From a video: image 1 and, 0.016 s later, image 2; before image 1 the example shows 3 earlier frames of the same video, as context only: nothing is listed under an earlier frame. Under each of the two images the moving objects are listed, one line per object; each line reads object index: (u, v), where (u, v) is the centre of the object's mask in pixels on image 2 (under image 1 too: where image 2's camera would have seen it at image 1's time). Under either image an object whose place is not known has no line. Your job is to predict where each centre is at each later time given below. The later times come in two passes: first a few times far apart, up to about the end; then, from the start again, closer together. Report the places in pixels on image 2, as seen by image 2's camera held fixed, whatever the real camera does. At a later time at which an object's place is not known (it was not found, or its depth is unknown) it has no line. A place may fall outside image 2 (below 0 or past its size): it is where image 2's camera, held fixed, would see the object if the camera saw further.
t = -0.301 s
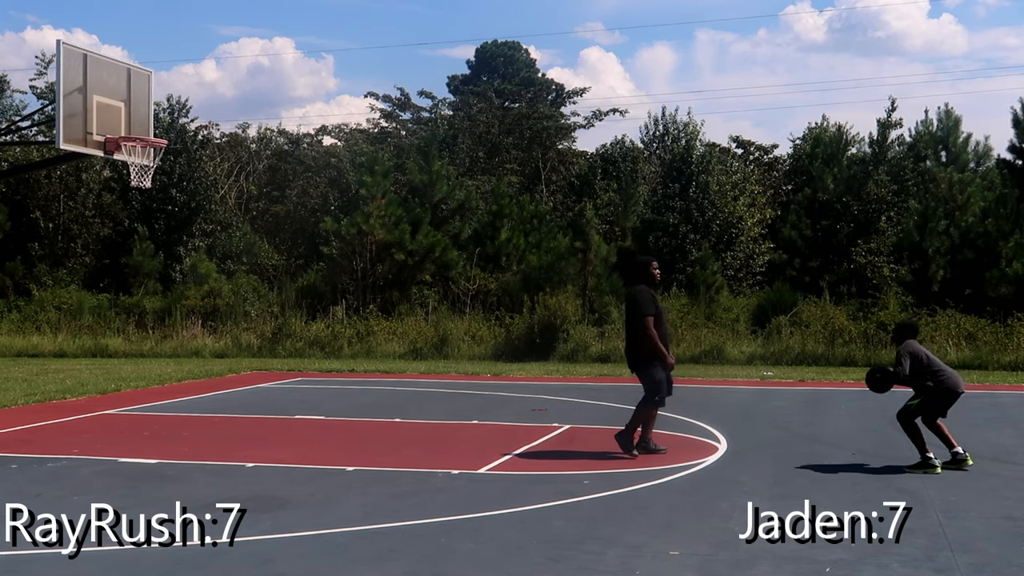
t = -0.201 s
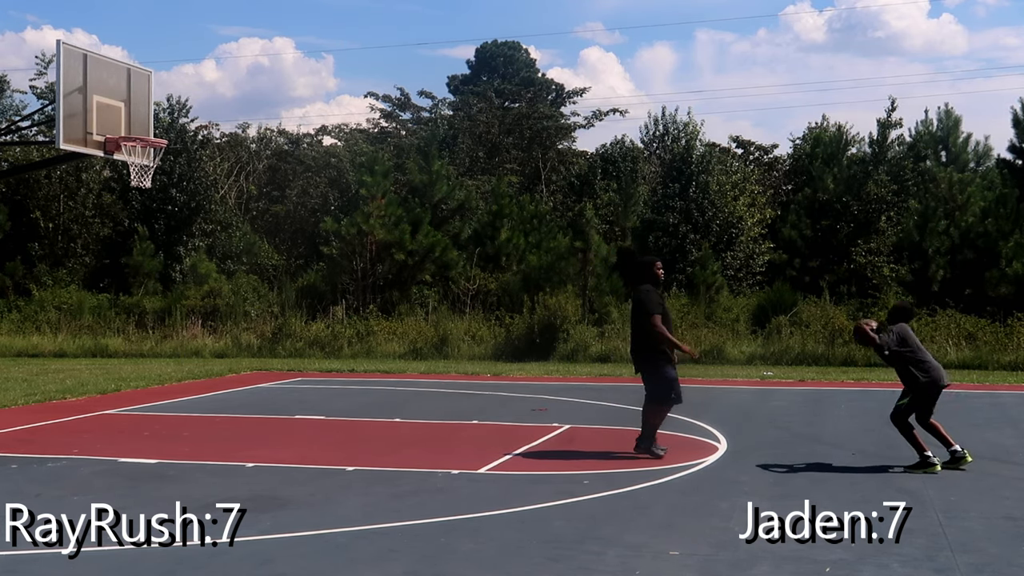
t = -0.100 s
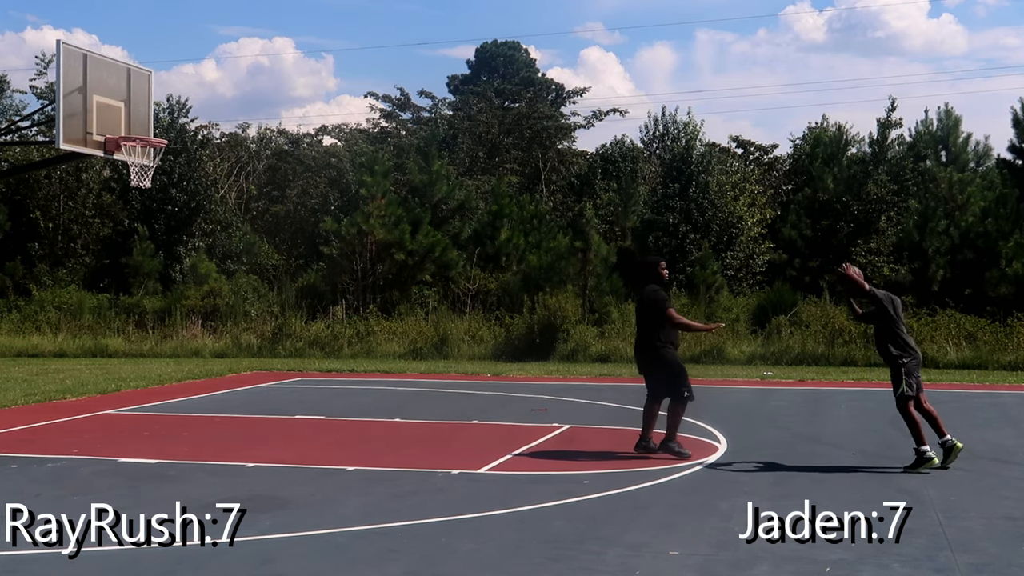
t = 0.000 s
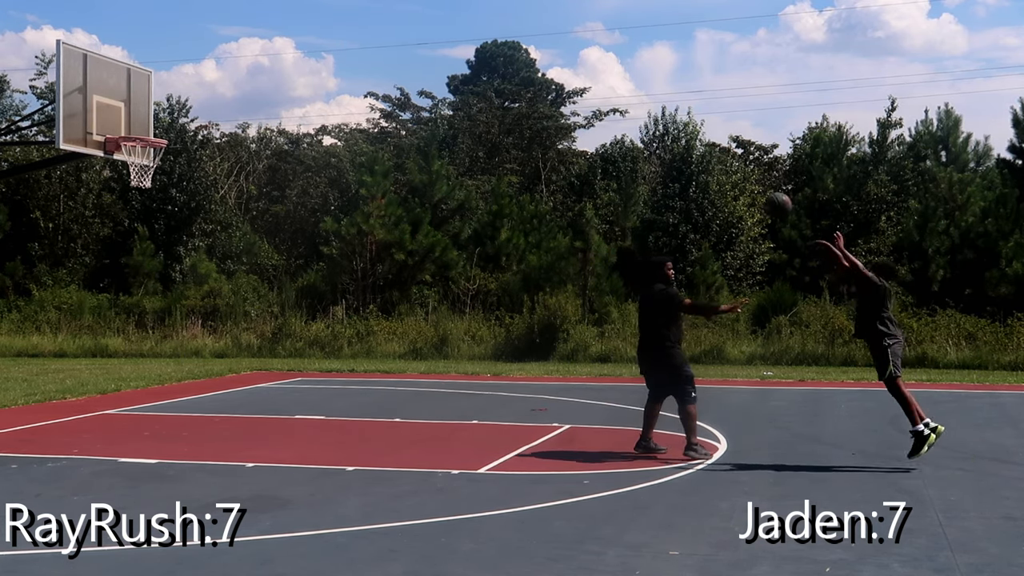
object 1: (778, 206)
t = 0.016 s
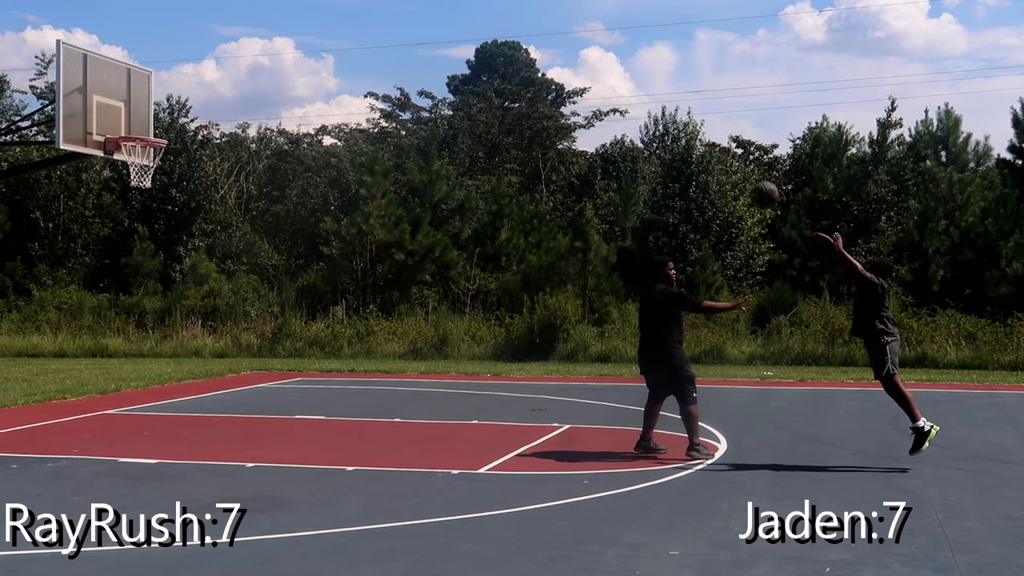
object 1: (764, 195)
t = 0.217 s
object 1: (616, 91)
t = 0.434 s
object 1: (469, 36)
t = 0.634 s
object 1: (344, 31)
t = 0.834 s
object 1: (229, 67)
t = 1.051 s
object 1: (124, 116)
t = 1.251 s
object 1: (118, 57)
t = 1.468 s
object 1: (150, 32)
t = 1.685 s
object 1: (184, 52)
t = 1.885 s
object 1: (216, 113)
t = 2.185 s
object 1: (267, 282)
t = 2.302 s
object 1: (288, 376)
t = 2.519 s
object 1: (298, 352)
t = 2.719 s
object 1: (296, 262)
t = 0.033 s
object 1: (752, 184)
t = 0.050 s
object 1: (738, 173)
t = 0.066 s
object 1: (727, 163)
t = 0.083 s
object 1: (714, 154)
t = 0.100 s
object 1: (702, 145)
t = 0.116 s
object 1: (689, 136)
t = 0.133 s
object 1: (676, 128)
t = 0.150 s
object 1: (664, 120)
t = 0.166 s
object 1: (652, 112)
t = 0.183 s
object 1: (640, 105)
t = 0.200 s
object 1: (628, 98)
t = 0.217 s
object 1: (616, 91)
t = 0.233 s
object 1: (605, 85)
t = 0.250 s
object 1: (593, 79)
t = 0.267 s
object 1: (581, 73)
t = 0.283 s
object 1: (569, 68)
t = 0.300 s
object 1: (558, 63)
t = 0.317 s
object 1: (547, 59)
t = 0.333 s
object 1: (535, 54)
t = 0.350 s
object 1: (524, 51)
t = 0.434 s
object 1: (469, 36)
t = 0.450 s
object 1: (458, 34)
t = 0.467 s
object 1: (447, 32)
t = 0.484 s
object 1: (436, 31)
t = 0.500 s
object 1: (426, 30)
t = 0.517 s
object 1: (416, 29)
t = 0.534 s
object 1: (405, 28)
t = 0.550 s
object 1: (395, 28)
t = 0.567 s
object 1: (384, 28)
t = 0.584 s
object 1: (374, 29)
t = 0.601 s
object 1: (364, 29)
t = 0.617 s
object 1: (354, 30)
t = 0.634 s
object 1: (344, 31)
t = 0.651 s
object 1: (334, 33)
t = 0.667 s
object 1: (324, 35)
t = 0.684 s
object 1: (315, 37)
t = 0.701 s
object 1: (305, 39)
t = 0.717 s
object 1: (295, 41)
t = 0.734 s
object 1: (286, 44)
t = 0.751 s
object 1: (276, 47)
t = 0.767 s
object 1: (267, 51)
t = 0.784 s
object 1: (257, 54)
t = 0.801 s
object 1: (248, 58)
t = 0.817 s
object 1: (239, 62)
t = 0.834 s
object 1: (229, 67)
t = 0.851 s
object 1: (220, 71)
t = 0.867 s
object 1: (211, 76)
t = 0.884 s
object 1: (202, 81)
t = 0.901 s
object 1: (193, 86)
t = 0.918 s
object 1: (184, 92)
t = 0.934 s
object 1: (175, 98)
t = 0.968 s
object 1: (157, 110)
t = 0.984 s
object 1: (148, 117)
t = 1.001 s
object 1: (138, 124)
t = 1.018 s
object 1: (133, 127)
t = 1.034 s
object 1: (128, 122)
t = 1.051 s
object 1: (124, 116)
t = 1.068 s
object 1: (120, 110)
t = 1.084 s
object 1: (116, 104)
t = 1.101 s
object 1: (112, 99)
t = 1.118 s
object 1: (108, 93)
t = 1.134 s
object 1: (104, 88)
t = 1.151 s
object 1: (103, 83)
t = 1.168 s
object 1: (105, 78)
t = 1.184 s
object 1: (108, 74)
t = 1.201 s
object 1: (110, 69)
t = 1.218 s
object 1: (113, 64)
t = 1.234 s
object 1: (116, 60)
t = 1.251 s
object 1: (118, 57)
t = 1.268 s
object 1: (121, 53)
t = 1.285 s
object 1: (123, 50)
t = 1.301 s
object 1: (125, 47)
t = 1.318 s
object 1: (128, 44)
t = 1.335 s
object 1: (131, 42)
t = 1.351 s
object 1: (133, 40)
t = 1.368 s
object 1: (135, 38)
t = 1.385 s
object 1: (138, 37)
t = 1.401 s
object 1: (140, 35)
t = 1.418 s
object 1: (143, 34)
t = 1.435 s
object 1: (145, 33)
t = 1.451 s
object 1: (148, 32)
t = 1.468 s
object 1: (150, 32)
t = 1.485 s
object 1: (153, 32)
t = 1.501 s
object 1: (156, 32)
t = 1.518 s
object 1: (158, 32)
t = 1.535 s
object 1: (161, 33)
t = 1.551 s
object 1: (163, 34)
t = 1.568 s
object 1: (166, 35)
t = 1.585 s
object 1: (168, 37)
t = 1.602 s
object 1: (171, 39)
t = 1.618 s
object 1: (174, 41)
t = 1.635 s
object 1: (176, 43)
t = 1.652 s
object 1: (179, 46)
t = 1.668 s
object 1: (181, 49)
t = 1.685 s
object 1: (184, 52)
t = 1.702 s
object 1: (187, 56)
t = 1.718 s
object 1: (189, 59)
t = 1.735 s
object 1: (192, 63)
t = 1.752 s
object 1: (194, 68)
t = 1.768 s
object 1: (197, 72)
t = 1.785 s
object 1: (200, 77)
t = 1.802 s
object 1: (203, 82)
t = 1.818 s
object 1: (205, 88)
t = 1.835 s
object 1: (208, 94)
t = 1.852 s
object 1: (210, 100)
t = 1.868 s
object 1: (213, 106)
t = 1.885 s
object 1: (216, 113)
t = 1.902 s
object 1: (219, 120)
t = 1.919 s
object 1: (221, 127)
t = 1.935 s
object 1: (223, 135)
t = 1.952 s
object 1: (226, 143)
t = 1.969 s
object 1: (230, 150)
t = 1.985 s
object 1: (233, 159)
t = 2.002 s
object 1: (236, 167)
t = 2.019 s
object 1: (238, 176)
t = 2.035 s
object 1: (241, 186)
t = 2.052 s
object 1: (242, 194)
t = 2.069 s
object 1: (247, 205)
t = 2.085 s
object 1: (250, 215)
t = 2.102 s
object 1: (252, 225)
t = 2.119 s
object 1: (255, 236)
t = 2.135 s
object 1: (259, 245)
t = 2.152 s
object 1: (261, 260)
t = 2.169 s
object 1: (265, 270)
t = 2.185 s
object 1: (267, 282)
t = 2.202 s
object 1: (270, 295)
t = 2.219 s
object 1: (273, 308)
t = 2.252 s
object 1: (279, 334)
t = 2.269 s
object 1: (281, 347)
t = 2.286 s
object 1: (284, 361)
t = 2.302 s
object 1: (288, 376)
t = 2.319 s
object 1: (291, 390)
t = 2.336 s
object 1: (294, 405)
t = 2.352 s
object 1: (297, 421)
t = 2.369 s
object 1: (300, 436)
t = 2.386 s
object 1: (301, 434)
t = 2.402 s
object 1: (300, 423)
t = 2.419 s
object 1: (300, 413)
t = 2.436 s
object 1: (299, 402)
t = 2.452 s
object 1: (299, 392)
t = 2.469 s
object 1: (299, 381)
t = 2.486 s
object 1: (298, 371)
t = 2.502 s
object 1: (299, 361)
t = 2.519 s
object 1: (298, 352)
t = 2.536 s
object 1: (298, 344)
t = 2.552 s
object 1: (298, 335)
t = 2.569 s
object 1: (297, 326)
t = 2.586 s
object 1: (297, 318)
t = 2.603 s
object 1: (297, 310)
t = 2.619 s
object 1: (297, 303)
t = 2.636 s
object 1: (296, 295)
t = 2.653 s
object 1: (297, 287)
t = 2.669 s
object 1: (297, 281)
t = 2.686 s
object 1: (296, 274)
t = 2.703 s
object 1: (296, 269)
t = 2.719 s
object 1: (296, 262)
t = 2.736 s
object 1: (296, 256)
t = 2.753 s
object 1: (296, 251)
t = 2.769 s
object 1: (295, 246)
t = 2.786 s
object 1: (295, 243)
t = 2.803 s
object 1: (294, 238)
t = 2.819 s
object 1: (295, 234)
